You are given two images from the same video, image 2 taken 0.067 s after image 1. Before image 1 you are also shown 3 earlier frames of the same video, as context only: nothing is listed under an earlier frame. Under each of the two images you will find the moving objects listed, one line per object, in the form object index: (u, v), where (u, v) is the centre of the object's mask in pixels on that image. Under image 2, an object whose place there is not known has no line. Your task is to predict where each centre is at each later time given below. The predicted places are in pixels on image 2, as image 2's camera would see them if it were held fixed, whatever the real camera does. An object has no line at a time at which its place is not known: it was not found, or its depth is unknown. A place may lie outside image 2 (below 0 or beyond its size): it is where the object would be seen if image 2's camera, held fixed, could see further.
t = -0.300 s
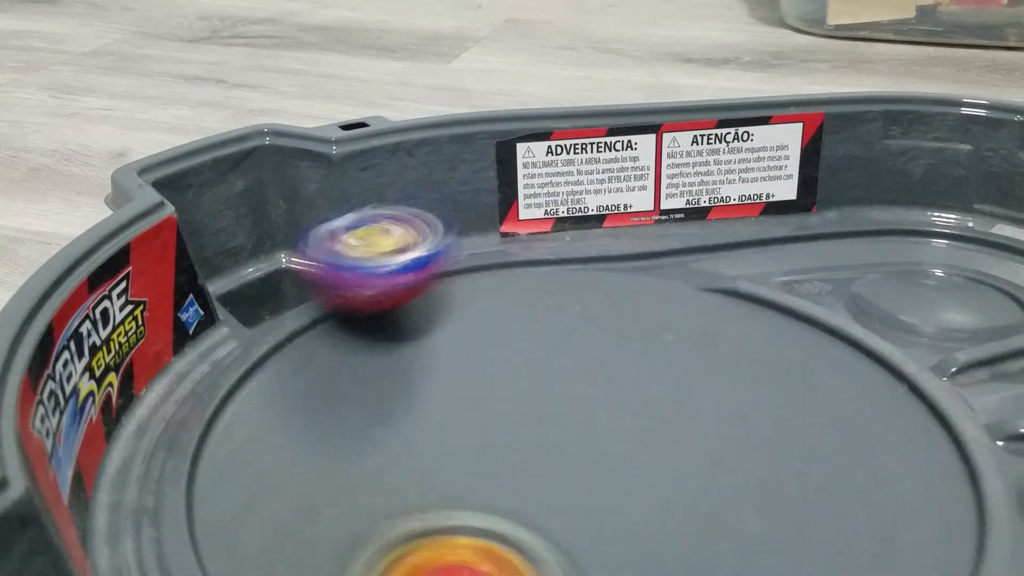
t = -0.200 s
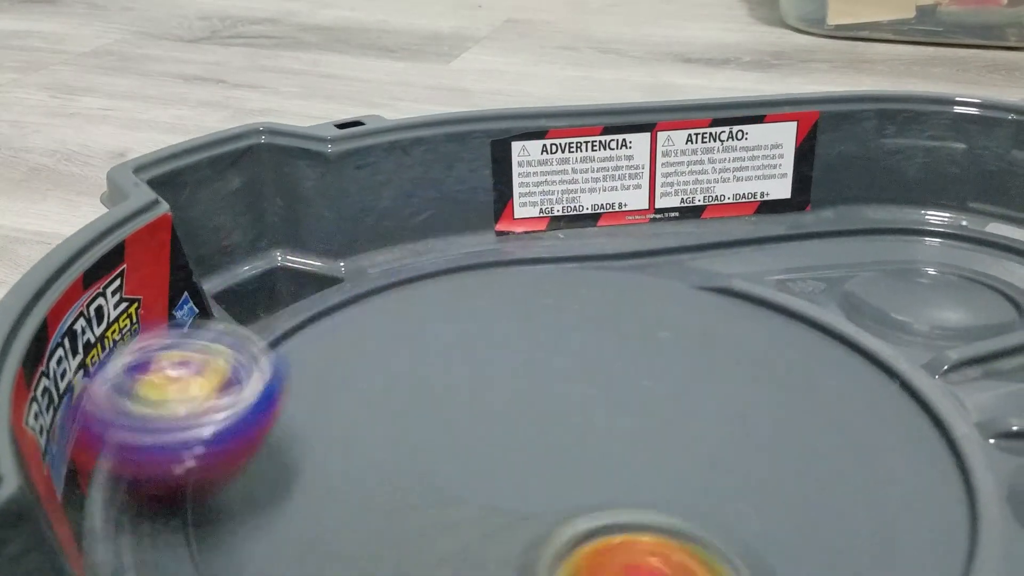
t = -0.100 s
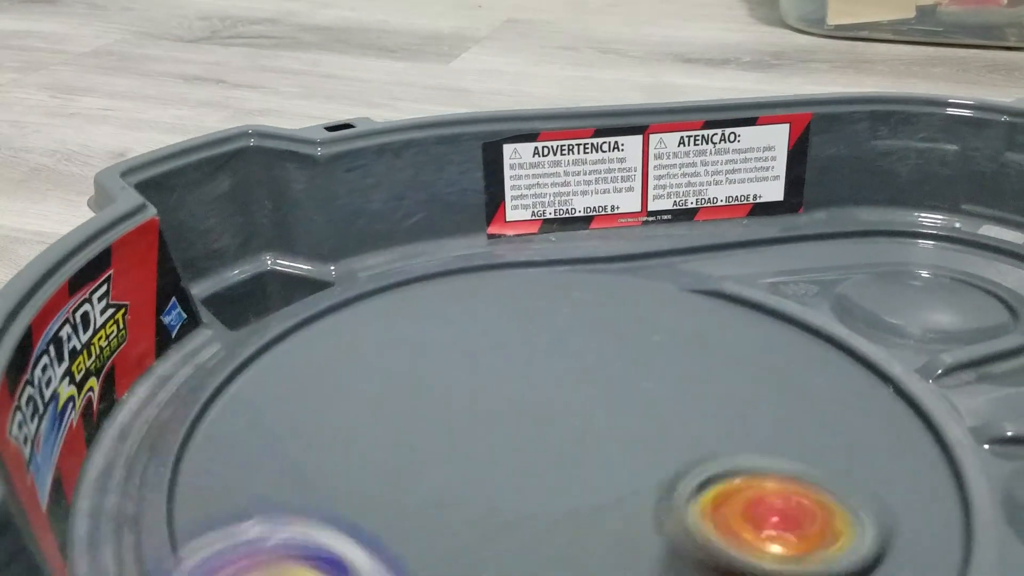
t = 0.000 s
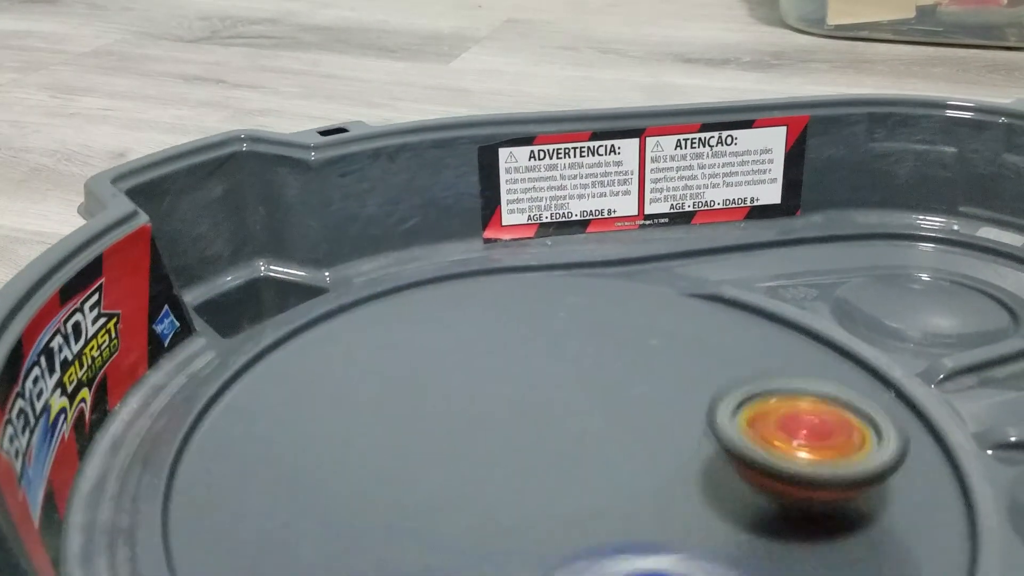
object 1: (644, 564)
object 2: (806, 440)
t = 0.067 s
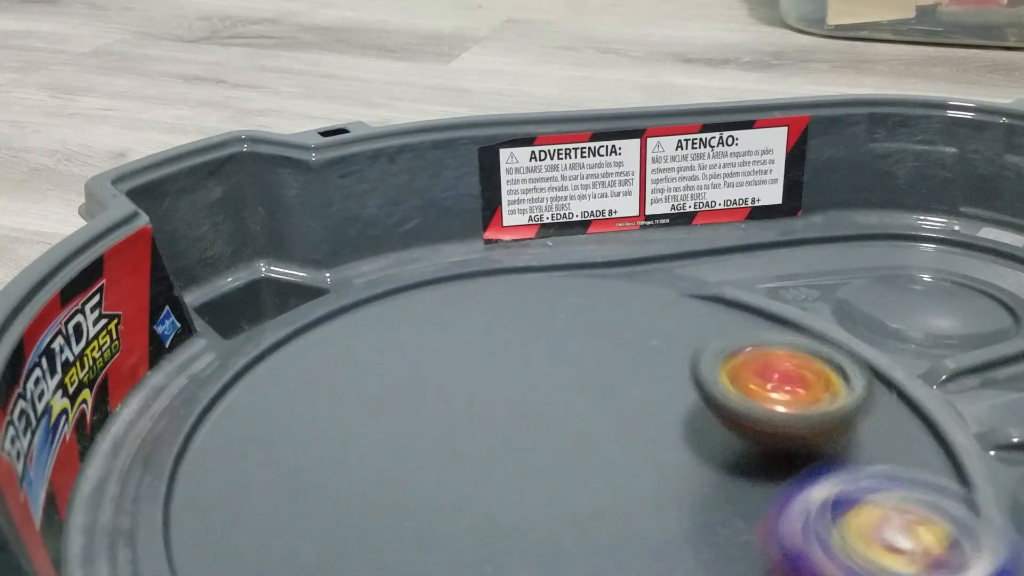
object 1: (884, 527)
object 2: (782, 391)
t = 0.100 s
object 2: (761, 368)
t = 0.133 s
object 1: (944, 412)
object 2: (733, 350)
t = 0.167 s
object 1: (927, 343)
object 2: (696, 329)
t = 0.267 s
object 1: (873, 234)
